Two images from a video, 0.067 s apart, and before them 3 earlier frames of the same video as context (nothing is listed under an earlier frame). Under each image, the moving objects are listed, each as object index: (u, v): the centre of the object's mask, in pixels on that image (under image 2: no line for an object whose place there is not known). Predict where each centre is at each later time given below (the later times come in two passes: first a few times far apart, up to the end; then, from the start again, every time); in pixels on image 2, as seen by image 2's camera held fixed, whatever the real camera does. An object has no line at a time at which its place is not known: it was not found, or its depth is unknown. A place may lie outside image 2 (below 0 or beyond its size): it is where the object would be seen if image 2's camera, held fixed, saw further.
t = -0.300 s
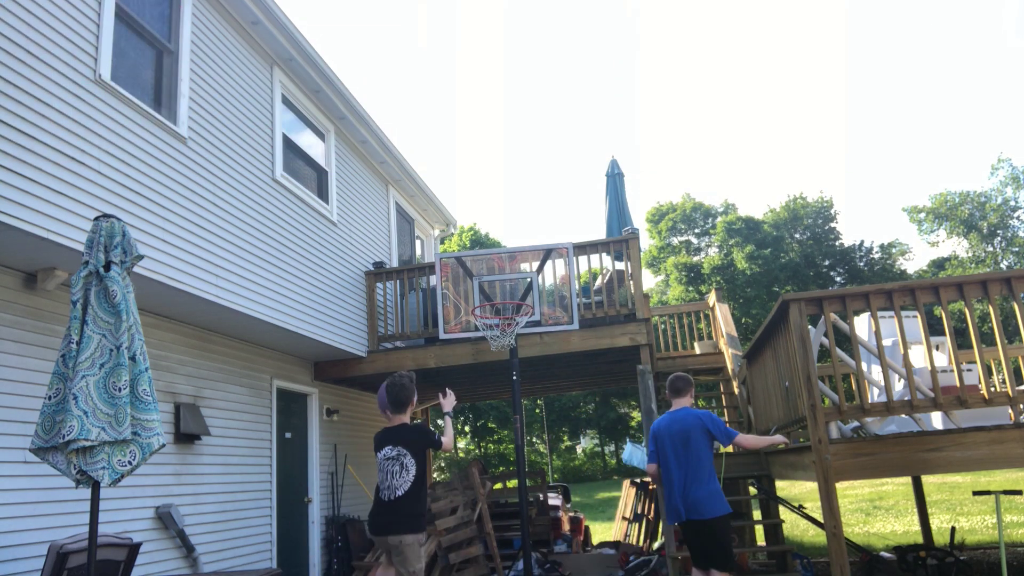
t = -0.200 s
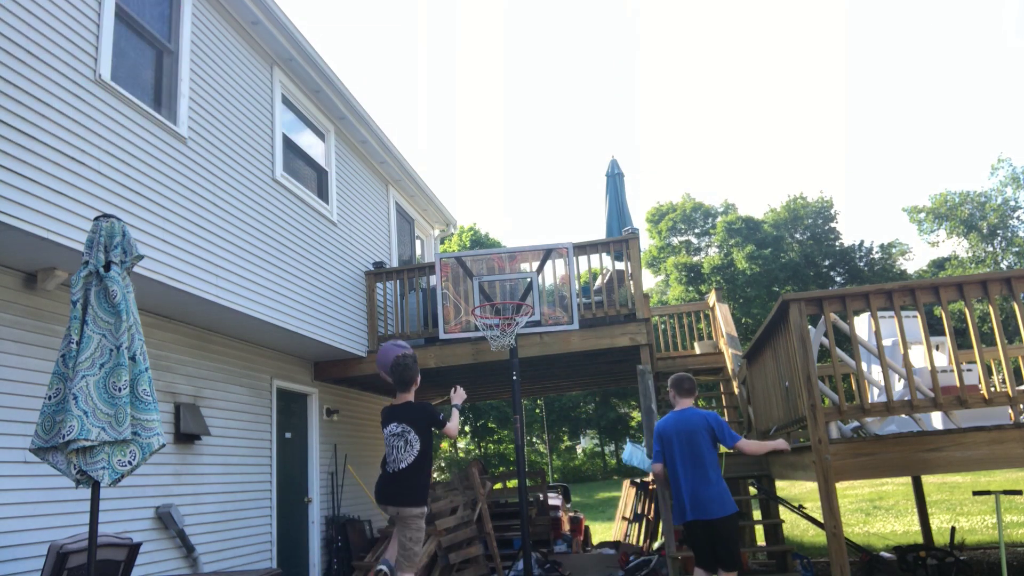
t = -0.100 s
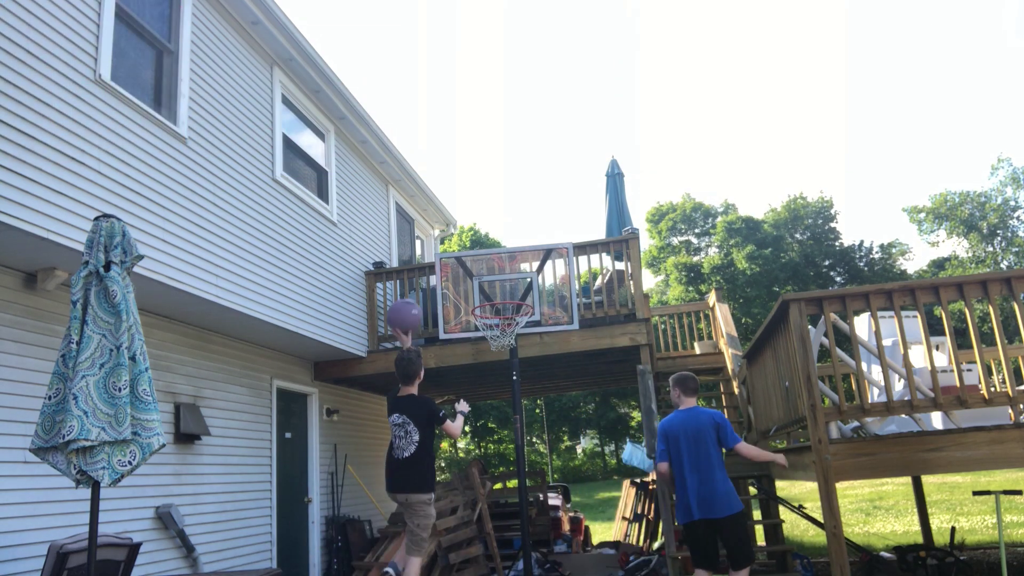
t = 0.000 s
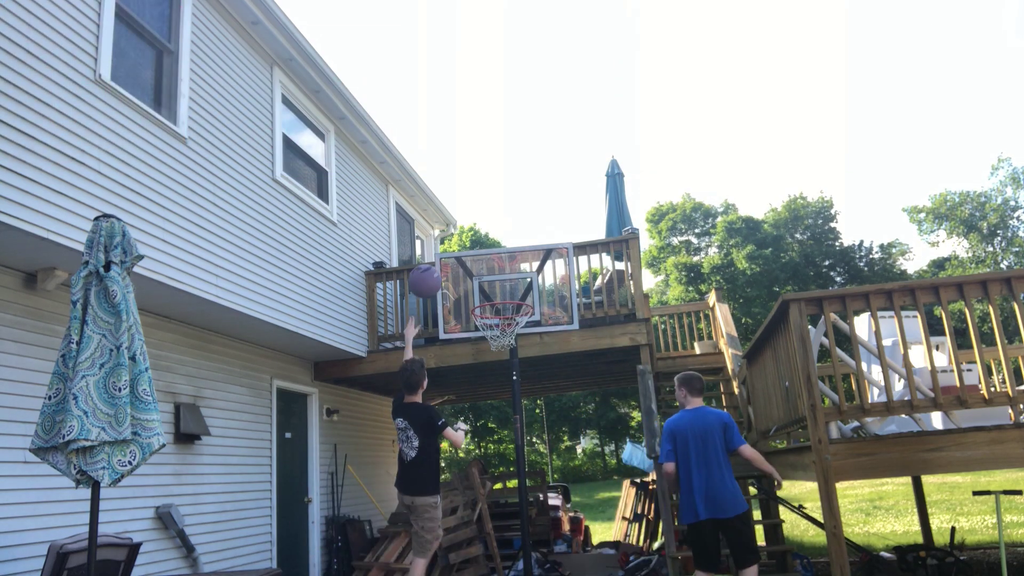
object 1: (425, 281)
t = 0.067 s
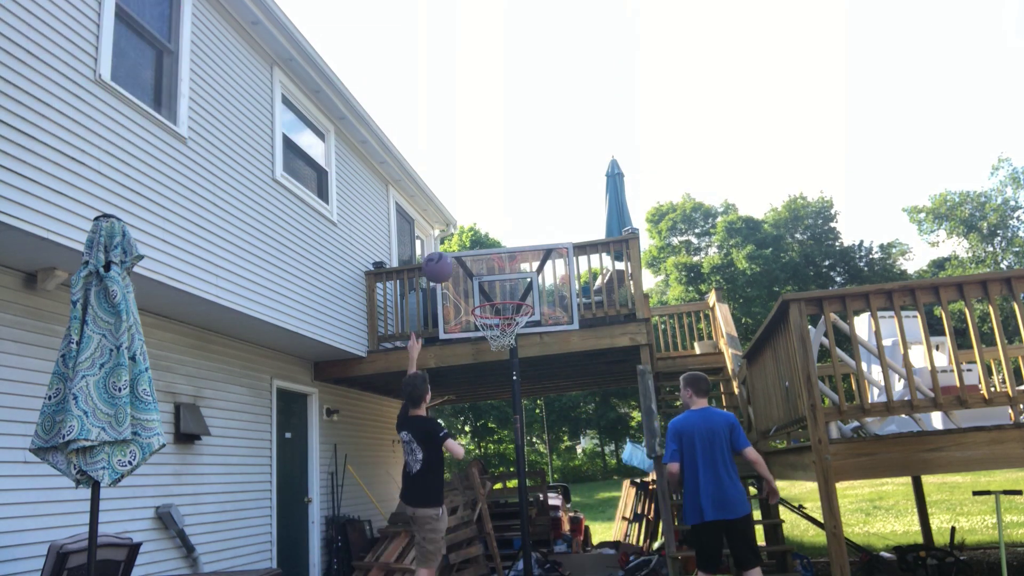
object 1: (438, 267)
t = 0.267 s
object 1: (473, 262)
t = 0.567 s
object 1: (505, 316)
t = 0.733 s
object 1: (511, 373)
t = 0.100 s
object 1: (444, 263)
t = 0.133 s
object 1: (450, 260)
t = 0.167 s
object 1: (456, 259)
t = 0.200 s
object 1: (462, 259)
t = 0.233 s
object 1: (468, 260)
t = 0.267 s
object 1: (473, 262)
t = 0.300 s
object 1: (479, 266)
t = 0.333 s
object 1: (484, 270)
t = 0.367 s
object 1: (489, 276)
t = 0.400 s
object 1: (492, 280)
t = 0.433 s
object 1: (495, 285)
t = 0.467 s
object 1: (499, 290)
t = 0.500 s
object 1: (500, 301)
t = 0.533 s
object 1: (502, 309)
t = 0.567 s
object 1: (505, 316)
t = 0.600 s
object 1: (509, 329)
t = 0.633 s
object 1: (510, 338)
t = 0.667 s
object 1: (511, 343)
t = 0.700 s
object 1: (511, 361)
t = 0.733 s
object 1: (511, 373)
